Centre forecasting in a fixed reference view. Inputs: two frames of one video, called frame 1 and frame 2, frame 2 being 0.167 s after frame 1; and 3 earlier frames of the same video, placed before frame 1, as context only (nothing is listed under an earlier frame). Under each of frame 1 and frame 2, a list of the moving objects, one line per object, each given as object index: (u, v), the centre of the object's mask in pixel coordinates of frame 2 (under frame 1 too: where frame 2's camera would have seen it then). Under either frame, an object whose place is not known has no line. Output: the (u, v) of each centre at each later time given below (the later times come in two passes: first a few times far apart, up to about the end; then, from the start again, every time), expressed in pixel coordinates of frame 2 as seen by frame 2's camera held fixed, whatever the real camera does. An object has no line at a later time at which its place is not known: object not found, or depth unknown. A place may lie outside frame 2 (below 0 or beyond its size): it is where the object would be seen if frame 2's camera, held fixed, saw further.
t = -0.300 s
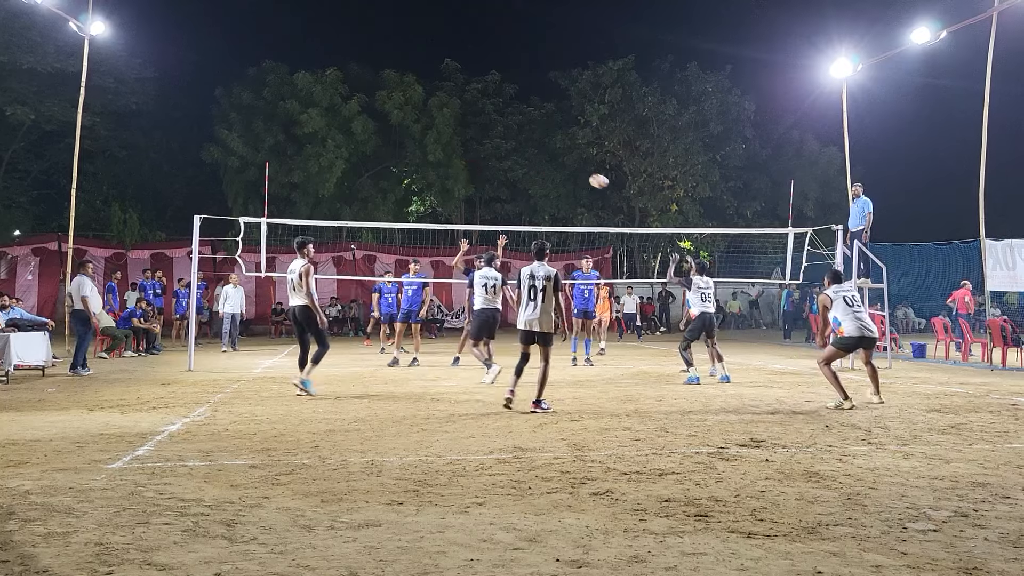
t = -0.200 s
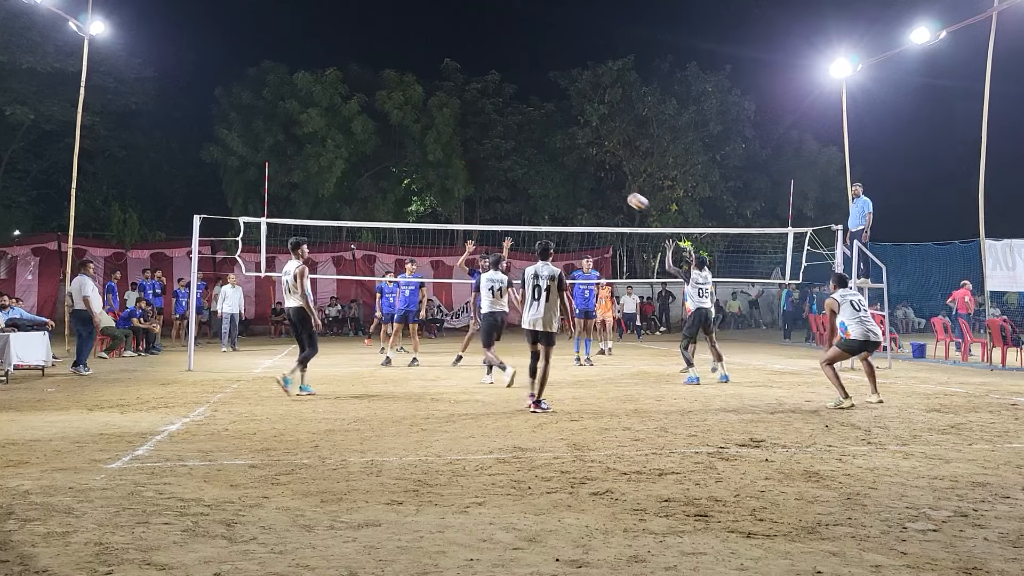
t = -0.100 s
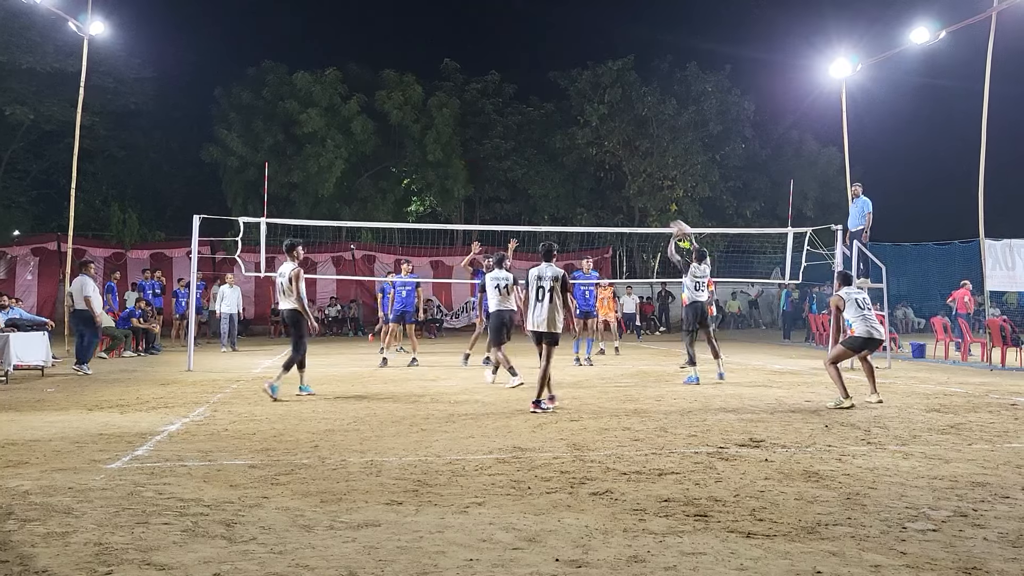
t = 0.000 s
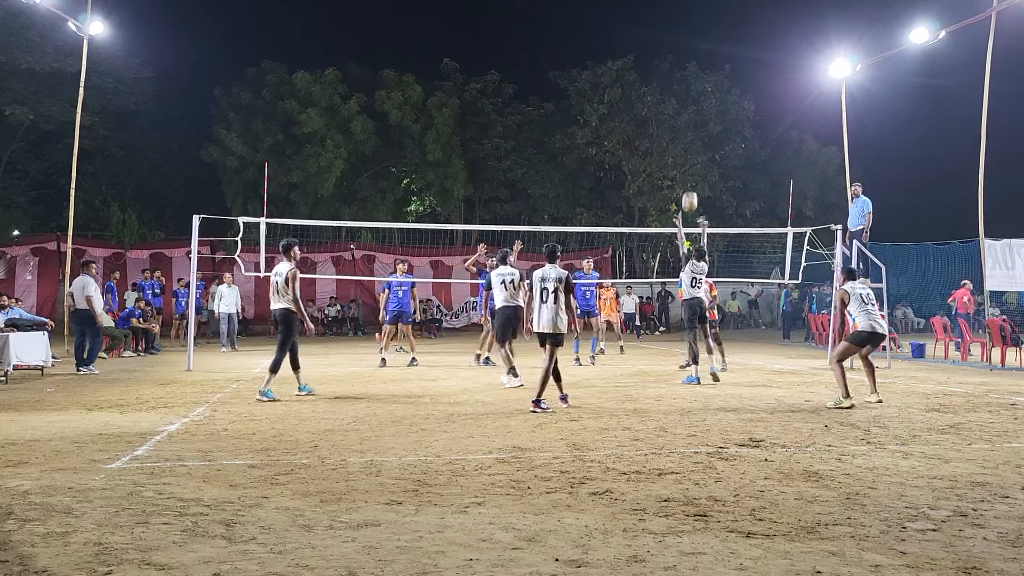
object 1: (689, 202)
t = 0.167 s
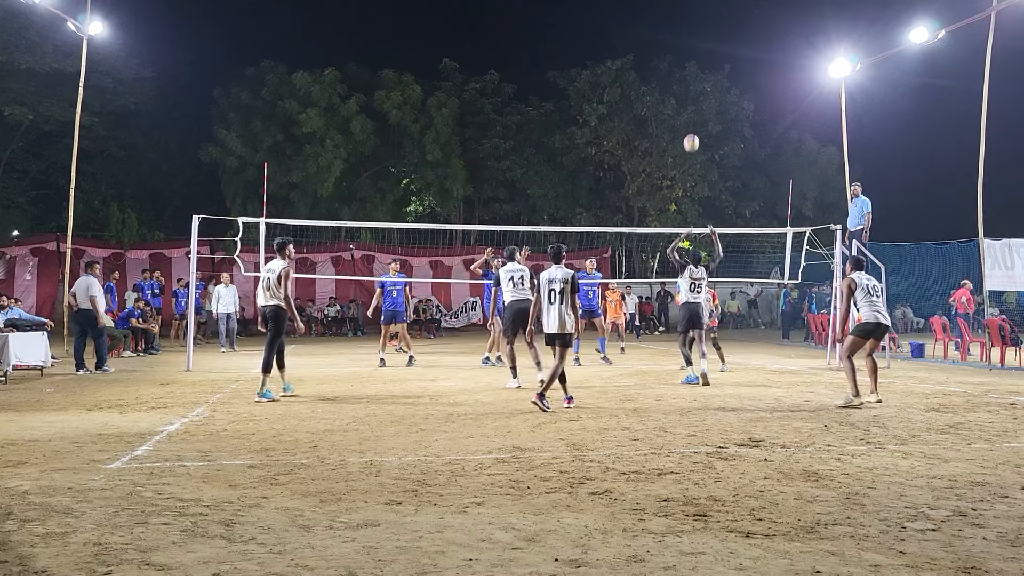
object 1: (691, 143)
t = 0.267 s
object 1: (693, 120)
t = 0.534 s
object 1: (697, 93)
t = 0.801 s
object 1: (702, 109)
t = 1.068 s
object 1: (705, 165)
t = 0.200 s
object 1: (691, 135)
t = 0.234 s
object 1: (692, 127)
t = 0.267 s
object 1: (693, 120)
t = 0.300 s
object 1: (693, 114)
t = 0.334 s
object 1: (694, 109)
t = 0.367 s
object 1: (695, 104)
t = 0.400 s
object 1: (695, 100)
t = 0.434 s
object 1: (696, 97)
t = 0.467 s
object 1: (696, 95)
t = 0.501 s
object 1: (697, 93)
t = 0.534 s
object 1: (697, 93)
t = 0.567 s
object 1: (698, 92)
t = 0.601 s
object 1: (699, 93)
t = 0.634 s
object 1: (699, 94)
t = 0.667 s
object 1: (700, 95)
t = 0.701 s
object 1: (700, 98)
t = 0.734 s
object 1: (701, 101)
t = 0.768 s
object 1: (701, 105)
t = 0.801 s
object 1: (702, 109)
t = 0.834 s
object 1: (702, 114)
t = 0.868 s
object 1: (703, 119)
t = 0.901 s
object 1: (703, 126)
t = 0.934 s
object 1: (704, 132)
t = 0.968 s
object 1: (704, 140)
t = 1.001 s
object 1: (705, 147)
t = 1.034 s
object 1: (705, 156)
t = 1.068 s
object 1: (705, 165)
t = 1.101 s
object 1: (706, 174)
